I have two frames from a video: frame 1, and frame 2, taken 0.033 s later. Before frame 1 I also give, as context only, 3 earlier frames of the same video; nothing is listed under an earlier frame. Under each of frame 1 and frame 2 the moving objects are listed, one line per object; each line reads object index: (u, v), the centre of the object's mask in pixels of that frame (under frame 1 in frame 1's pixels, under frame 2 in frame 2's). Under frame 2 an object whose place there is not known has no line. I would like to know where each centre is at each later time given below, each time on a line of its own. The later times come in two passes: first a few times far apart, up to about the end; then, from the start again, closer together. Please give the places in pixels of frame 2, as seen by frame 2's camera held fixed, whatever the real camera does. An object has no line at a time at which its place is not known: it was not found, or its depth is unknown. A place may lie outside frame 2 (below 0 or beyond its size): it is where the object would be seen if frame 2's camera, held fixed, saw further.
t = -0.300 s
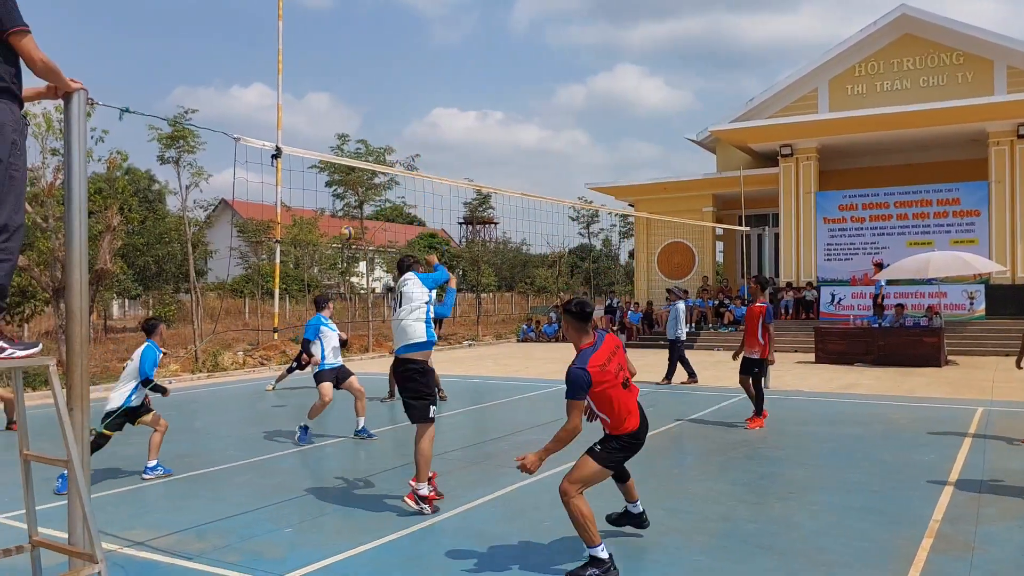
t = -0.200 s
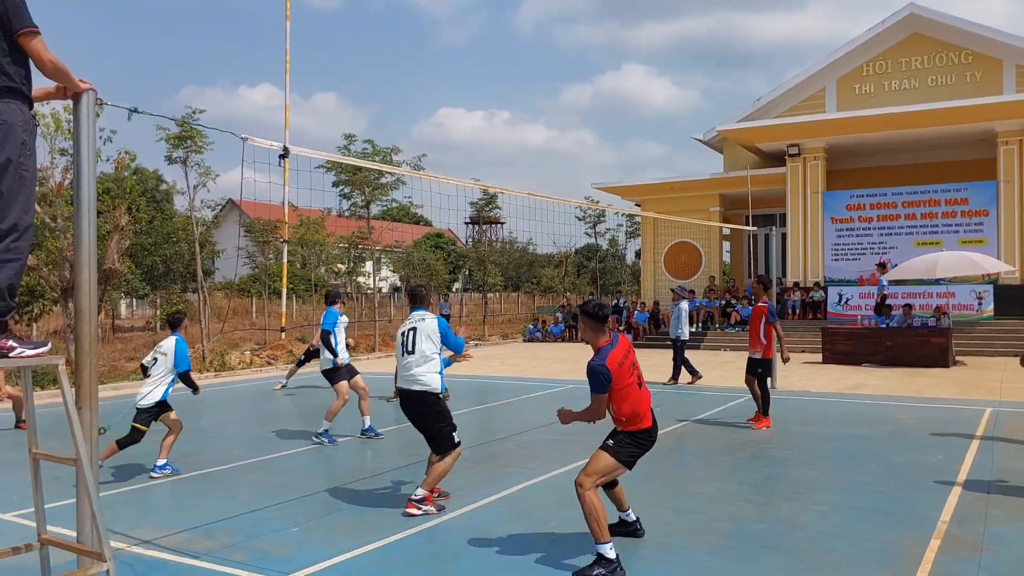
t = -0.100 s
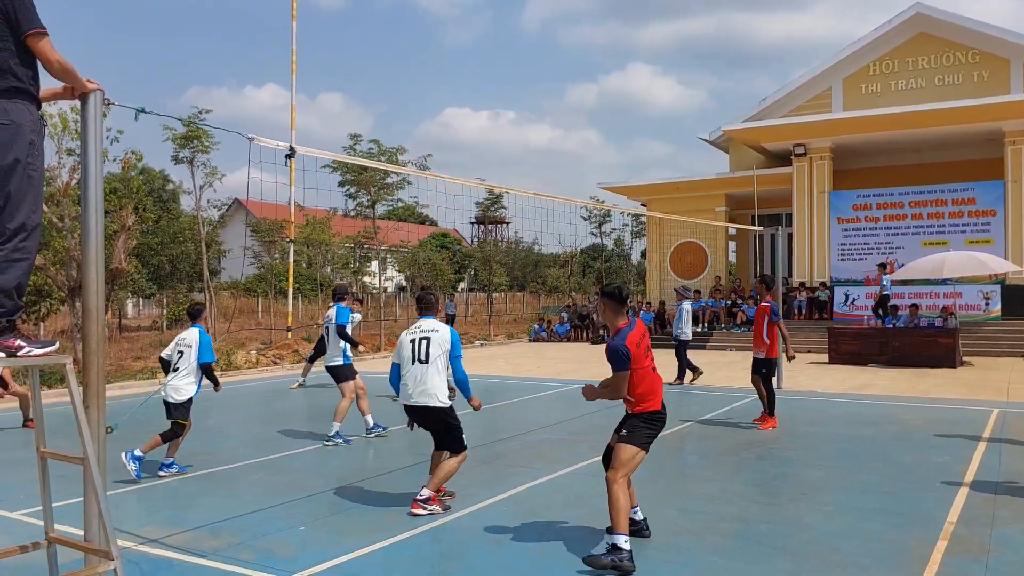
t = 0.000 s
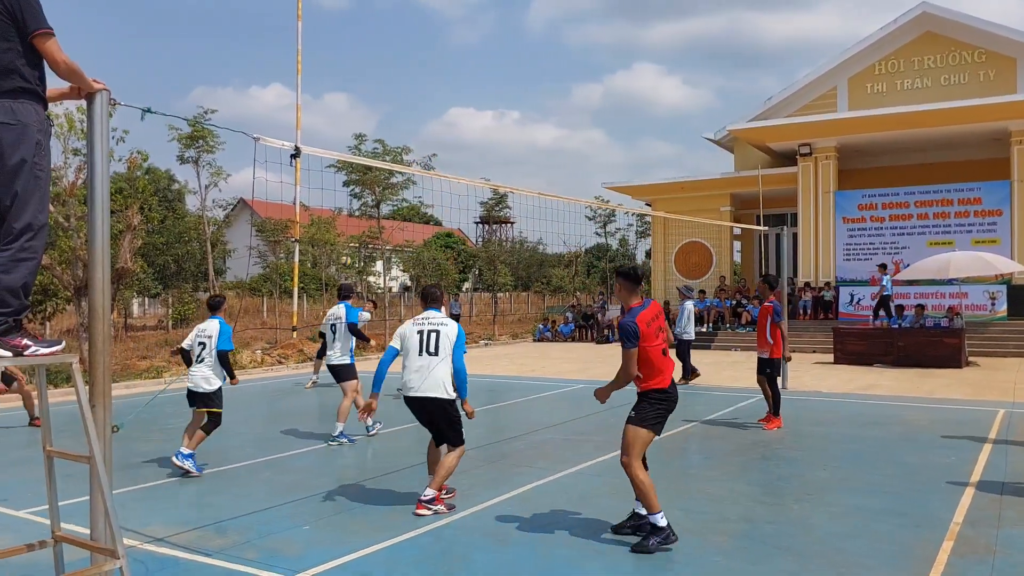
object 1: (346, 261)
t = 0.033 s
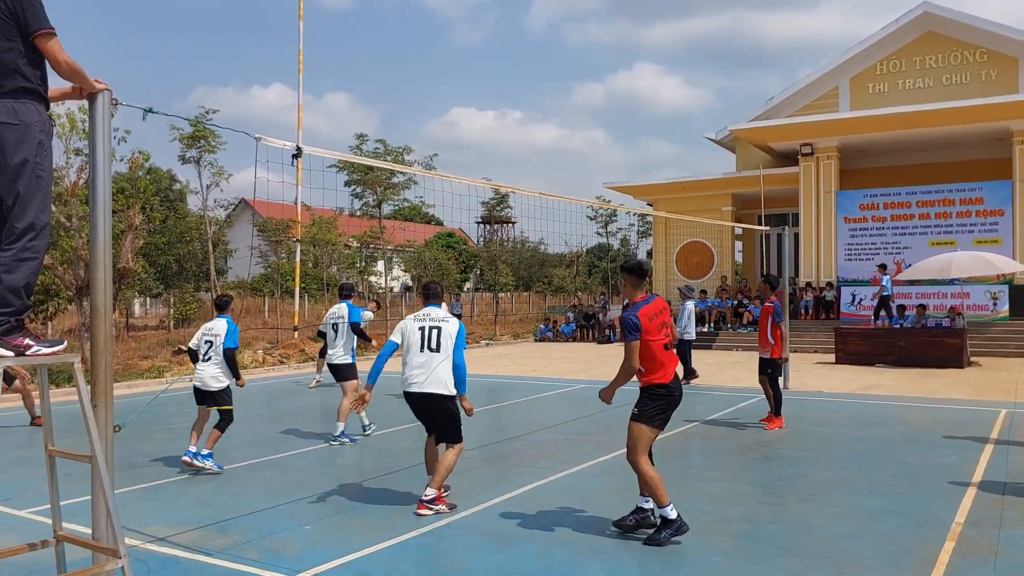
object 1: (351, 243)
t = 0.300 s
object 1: (373, 132)
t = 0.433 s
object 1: (384, 95)
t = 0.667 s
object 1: (402, 56)
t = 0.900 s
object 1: (420, 49)
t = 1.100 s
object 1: (433, 64)
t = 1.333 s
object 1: (449, 106)
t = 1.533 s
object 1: (461, 159)
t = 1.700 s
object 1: (471, 215)
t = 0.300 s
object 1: (373, 132)
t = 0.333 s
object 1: (376, 122)
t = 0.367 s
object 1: (378, 112)
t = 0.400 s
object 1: (381, 103)
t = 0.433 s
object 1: (384, 95)
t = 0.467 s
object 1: (386, 87)
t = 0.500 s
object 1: (389, 80)
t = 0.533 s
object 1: (392, 74)
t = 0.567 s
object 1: (394, 69)
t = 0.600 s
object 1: (397, 64)
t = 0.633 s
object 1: (400, 60)
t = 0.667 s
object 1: (402, 56)
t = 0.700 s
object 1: (405, 54)
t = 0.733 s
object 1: (407, 51)
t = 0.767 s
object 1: (410, 49)
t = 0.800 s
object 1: (412, 48)
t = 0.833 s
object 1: (415, 48)
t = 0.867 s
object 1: (417, 48)
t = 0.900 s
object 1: (420, 49)
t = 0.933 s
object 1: (422, 49)
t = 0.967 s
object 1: (424, 52)
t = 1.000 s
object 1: (426, 54)
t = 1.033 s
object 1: (429, 57)
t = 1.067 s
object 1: (431, 60)
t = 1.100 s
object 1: (433, 64)
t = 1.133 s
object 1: (436, 68)
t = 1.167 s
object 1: (438, 74)
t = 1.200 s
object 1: (440, 79)
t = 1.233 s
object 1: (442, 85)
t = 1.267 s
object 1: (444, 91)
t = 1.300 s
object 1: (446, 98)
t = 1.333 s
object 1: (449, 106)
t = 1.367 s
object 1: (450, 113)
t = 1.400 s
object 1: (453, 121)
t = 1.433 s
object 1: (455, 130)
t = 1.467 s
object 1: (457, 140)
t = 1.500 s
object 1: (459, 149)
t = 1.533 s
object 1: (461, 159)
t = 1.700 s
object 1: (471, 215)
